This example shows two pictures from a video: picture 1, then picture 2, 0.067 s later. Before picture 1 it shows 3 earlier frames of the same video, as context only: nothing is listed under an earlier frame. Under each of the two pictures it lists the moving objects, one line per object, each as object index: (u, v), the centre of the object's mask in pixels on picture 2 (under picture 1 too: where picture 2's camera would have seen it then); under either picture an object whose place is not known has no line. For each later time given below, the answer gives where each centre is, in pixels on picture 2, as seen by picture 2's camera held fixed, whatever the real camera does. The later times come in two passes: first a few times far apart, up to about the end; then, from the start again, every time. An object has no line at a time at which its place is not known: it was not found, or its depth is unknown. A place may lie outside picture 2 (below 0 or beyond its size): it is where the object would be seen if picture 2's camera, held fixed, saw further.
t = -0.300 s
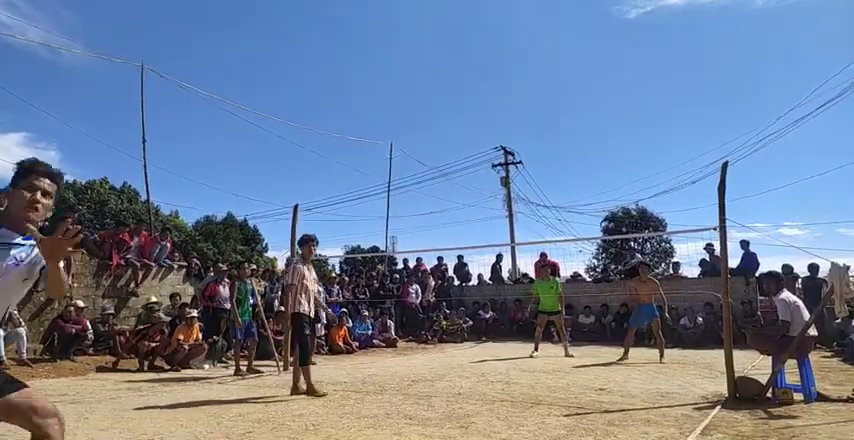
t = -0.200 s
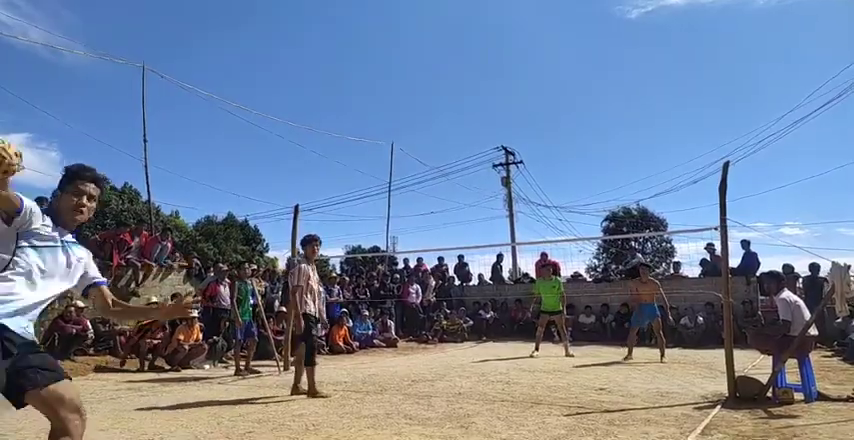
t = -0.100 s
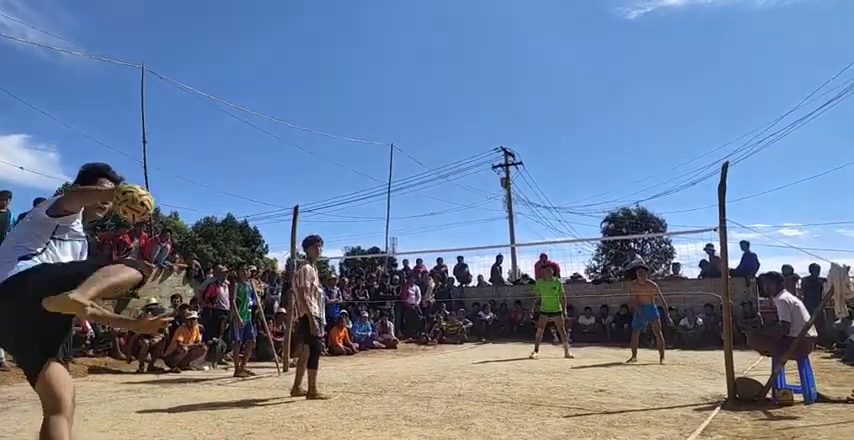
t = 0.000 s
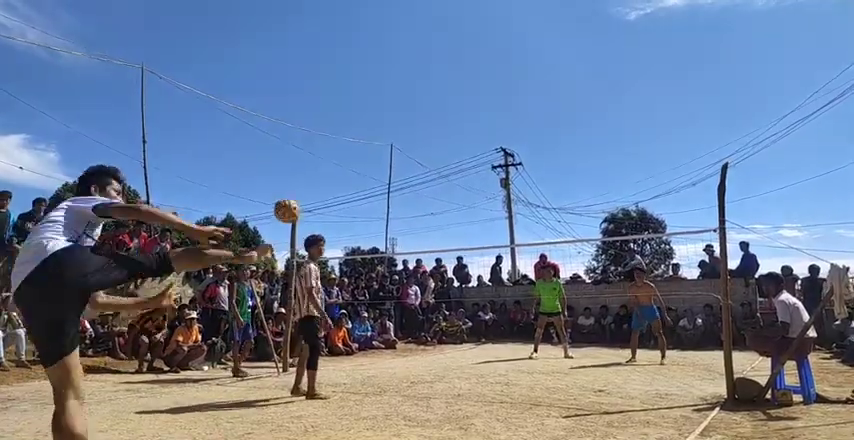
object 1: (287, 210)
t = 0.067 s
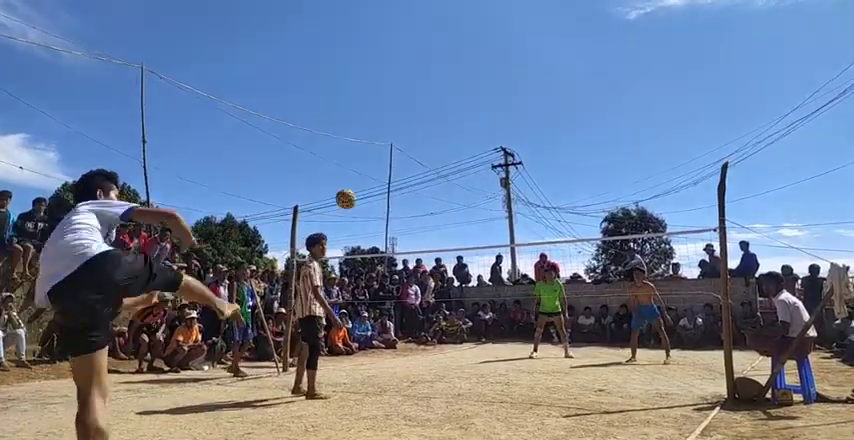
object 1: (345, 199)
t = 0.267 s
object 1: (433, 206)
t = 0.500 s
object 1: (476, 243)
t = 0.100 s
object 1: (366, 197)
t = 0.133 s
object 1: (384, 197)
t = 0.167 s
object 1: (399, 198)
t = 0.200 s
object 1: (412, 199)
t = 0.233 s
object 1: (423, 202)
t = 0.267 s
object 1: (433, 206)
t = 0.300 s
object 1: (441, 210)
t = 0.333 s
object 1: (449, 214)
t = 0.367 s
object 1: (456, 219)
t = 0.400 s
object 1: (461, 225)
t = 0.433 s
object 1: (467, 230)
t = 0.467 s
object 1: (472, 236)
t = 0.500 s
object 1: (476, 243)
